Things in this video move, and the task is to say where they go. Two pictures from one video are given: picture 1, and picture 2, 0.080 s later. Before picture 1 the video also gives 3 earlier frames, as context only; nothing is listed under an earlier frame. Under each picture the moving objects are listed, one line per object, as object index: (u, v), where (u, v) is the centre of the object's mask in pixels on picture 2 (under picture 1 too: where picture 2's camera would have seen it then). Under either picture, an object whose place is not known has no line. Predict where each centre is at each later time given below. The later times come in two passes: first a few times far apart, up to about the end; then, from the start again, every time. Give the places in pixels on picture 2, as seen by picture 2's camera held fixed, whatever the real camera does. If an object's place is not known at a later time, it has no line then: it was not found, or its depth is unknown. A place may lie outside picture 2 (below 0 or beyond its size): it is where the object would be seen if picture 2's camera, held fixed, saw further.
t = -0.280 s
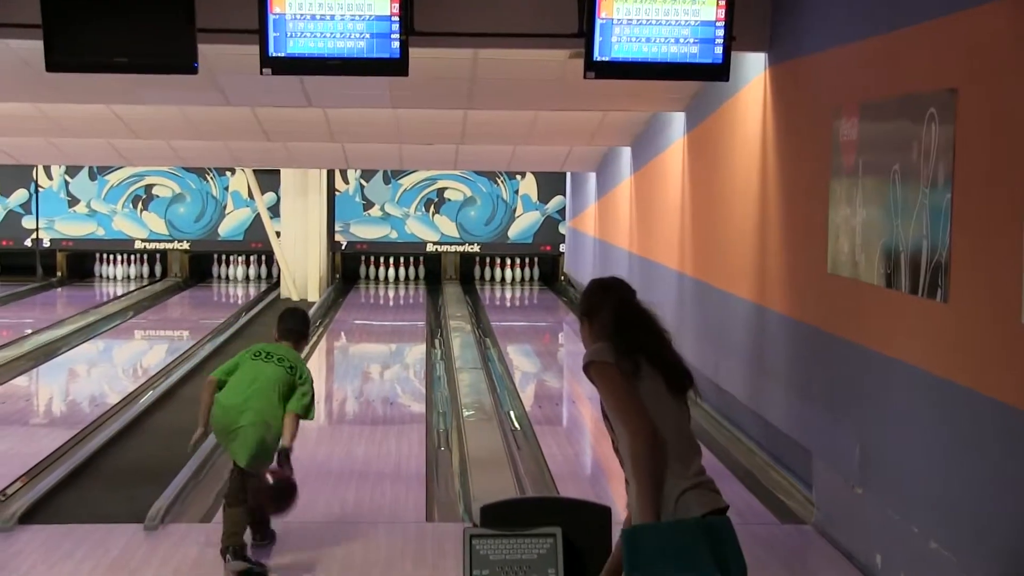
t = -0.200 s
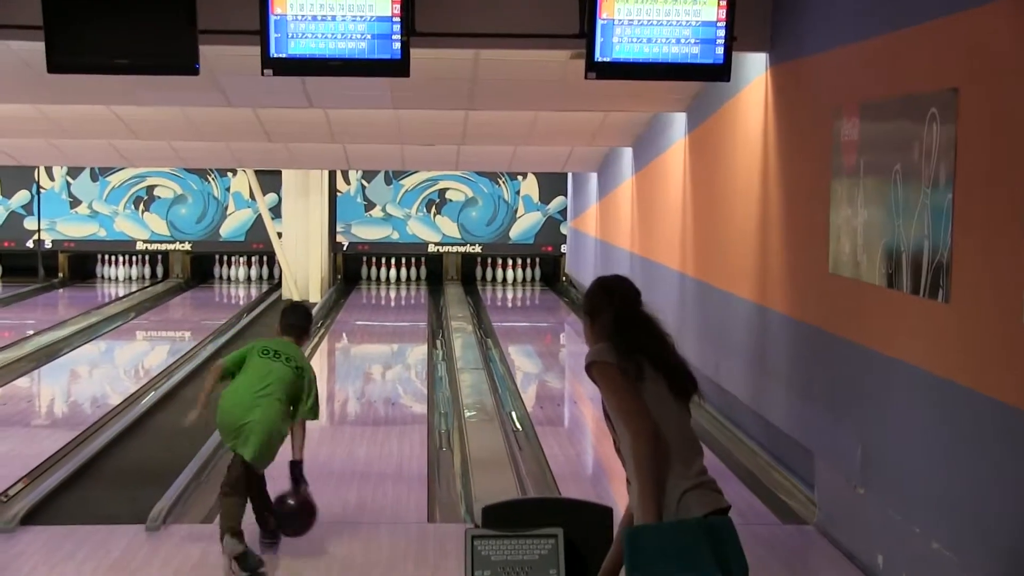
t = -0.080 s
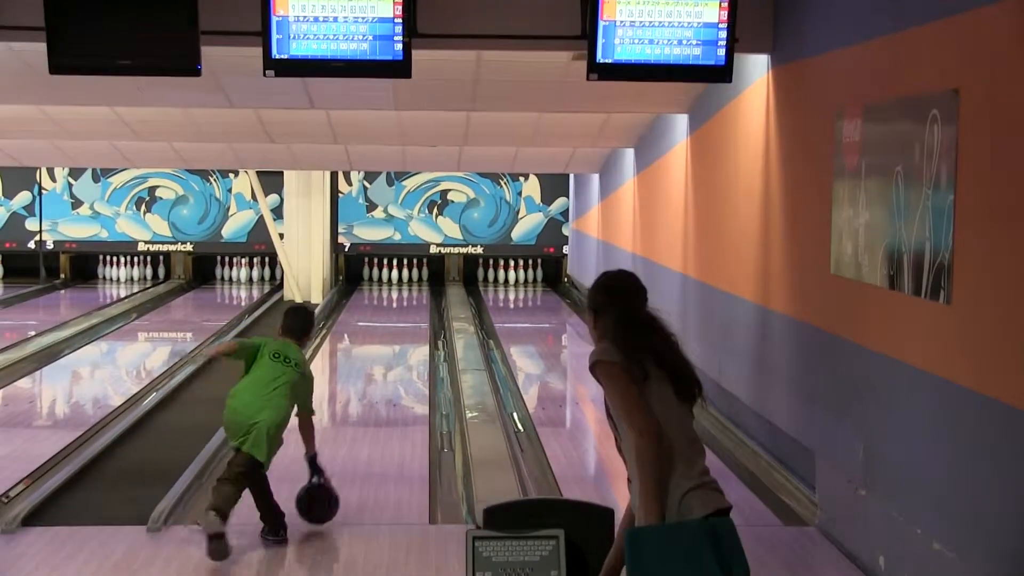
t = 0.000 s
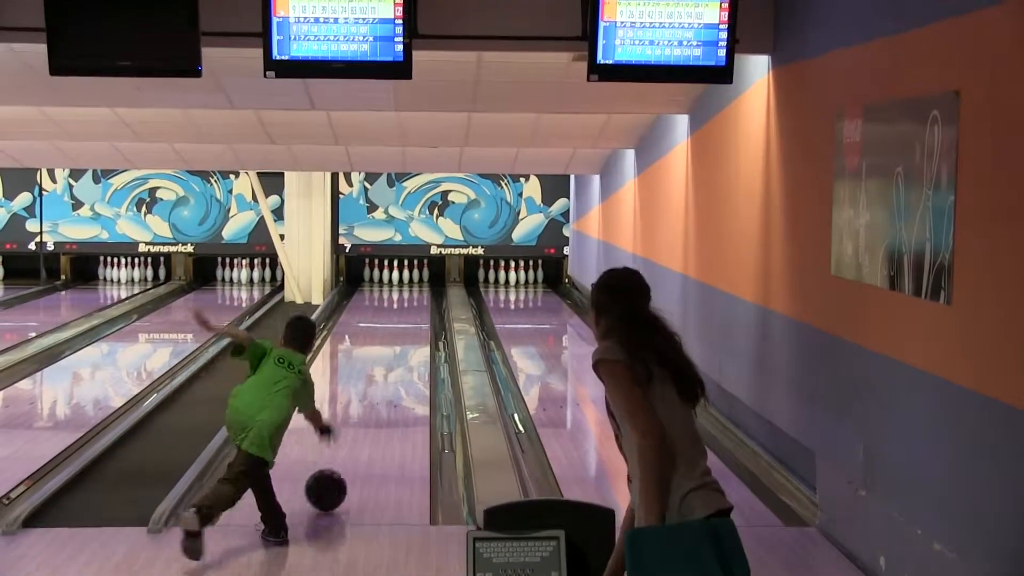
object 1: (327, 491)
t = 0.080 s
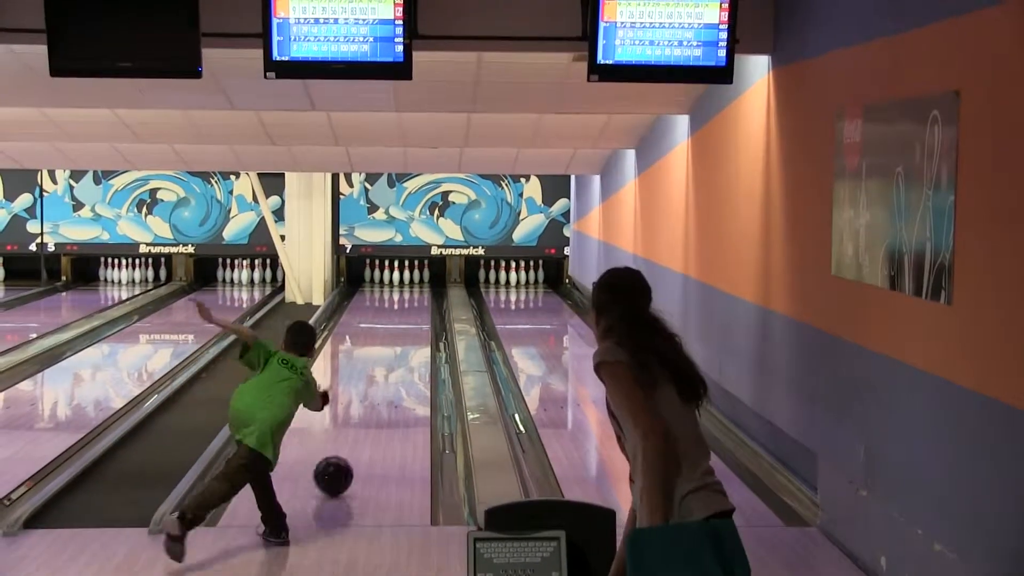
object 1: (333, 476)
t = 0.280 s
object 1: (347, 443)
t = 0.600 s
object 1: (365, 405)
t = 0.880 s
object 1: (377, 380)
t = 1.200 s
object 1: (387, 358)
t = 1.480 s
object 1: (391, 341)
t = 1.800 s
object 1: (393, 327)
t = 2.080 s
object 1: (399, 316)
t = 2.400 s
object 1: (398, 304)
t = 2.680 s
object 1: (400, 300)
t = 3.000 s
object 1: (395, 292)
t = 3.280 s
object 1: (392, 287)
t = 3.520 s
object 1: (393, 284)
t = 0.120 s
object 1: (336, 469)
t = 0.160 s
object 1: (339, 462)
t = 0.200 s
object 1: (342, 455)
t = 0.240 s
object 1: (344, 449)
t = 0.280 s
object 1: (347, 443)
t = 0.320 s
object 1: (349, 438)
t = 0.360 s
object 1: (352, 432)
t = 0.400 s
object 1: (354, 427)
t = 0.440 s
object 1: (356, 422)
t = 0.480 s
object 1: (359, 418)
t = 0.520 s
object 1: (361, 413)
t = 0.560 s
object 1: (363, 409)
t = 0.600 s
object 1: (365, 405)
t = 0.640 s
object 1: (367, 401)
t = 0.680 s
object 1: (369, 397)
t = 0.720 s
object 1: (371, 393)
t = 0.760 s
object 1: (372, 390)
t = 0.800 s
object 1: (374, 386)
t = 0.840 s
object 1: (375, 383)
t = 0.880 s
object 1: (377, 380)
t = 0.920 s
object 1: (379, 377)
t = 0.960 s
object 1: (380, 374)
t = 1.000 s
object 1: (381, 371)
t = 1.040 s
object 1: (382, 368)
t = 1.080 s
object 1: (383, 365)
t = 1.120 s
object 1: (385, 363)
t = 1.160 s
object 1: (386, 360)
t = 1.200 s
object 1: (387, 358)
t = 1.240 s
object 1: (388, 355)
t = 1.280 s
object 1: (388, 352)
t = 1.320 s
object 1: (389, 350)
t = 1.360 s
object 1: (389, 348)
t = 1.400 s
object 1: (390, 346)
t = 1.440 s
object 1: (391, 344)
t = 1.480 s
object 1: (391, 341)
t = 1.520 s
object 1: (391, 339)
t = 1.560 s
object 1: (391, 338)
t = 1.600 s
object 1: (392, 335)
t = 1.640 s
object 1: (392, 334)
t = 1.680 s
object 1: (392, 332)
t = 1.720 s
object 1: (392, 330)
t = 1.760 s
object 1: (393, 328)
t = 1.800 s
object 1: (393, 327)
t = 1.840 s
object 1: (394, 325)
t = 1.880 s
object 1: (394, 324)
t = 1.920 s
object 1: (396, 322)
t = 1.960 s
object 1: (397, 321)
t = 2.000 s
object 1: (397, 320)
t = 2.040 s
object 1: (398, 318)
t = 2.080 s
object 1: (399, 316)
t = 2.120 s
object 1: (399, 315)
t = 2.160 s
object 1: (399, 313)
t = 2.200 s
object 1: (399, 311)
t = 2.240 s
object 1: (398, 309)
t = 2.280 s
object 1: (398, 309)
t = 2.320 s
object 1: (398, 307)
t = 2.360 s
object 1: (398, 305)
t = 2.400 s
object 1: (398, 304)
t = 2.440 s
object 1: (398, 303)
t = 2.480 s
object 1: (398, 303)
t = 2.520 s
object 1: (398, 302)
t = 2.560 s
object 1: (399, 301)
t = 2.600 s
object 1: (399, 300)
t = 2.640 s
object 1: (399, 300)
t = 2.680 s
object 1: (400, 300)
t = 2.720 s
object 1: (400, 299)
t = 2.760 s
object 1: (399, 298)
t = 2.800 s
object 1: (399, 297)
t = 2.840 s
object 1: (398, 296)
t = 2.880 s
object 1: (398, 295)
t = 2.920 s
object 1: (398, 294)
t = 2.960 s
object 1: (397, 293)
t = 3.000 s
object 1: (395, 292)
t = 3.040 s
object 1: (395, 291)
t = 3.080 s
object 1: (395, 291)
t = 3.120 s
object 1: (395, 290)
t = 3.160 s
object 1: (394, 289)
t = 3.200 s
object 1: (394, 288)
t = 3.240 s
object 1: (393, 288)
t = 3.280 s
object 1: (392, 287)
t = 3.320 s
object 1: (392, 286)
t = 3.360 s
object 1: (391, 286)
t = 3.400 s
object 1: (391, 285)
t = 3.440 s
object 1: (390, 285)
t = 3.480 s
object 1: (392, 284)
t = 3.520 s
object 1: (393, 284)
